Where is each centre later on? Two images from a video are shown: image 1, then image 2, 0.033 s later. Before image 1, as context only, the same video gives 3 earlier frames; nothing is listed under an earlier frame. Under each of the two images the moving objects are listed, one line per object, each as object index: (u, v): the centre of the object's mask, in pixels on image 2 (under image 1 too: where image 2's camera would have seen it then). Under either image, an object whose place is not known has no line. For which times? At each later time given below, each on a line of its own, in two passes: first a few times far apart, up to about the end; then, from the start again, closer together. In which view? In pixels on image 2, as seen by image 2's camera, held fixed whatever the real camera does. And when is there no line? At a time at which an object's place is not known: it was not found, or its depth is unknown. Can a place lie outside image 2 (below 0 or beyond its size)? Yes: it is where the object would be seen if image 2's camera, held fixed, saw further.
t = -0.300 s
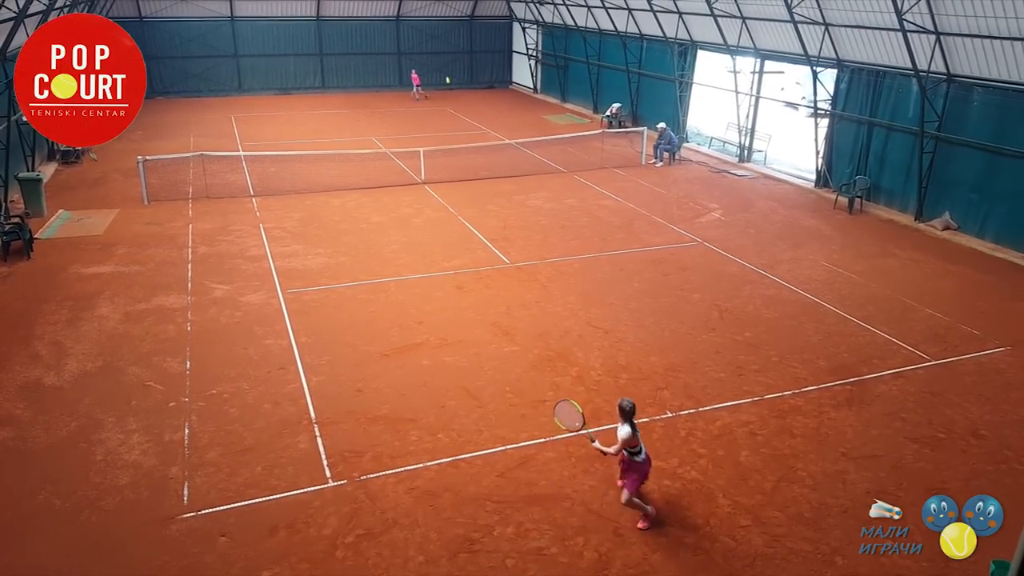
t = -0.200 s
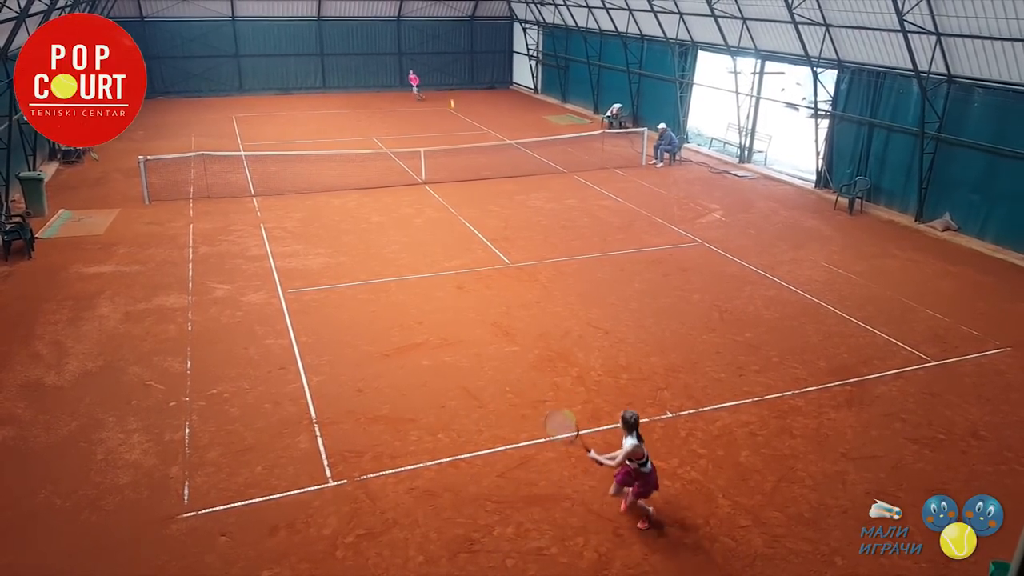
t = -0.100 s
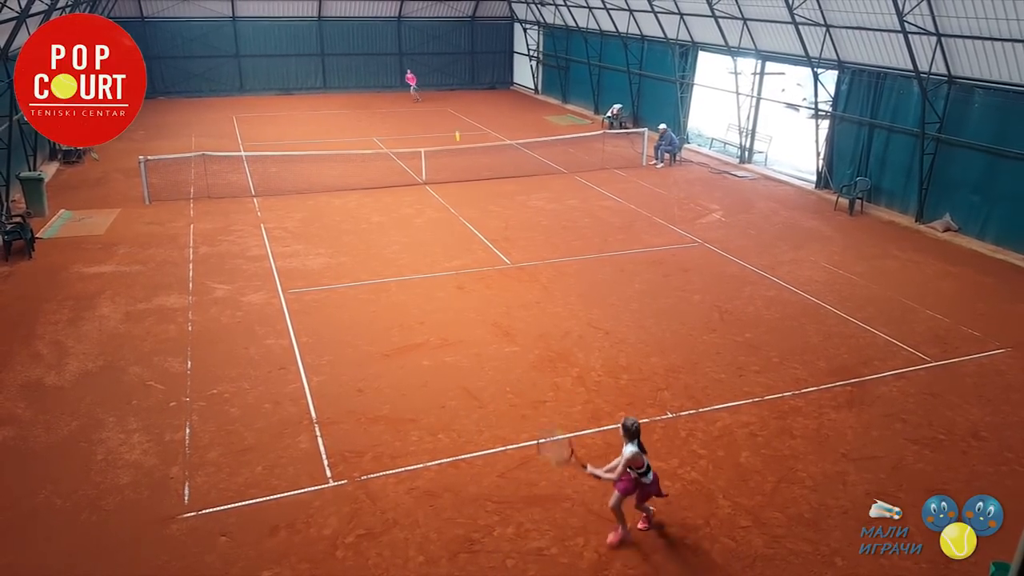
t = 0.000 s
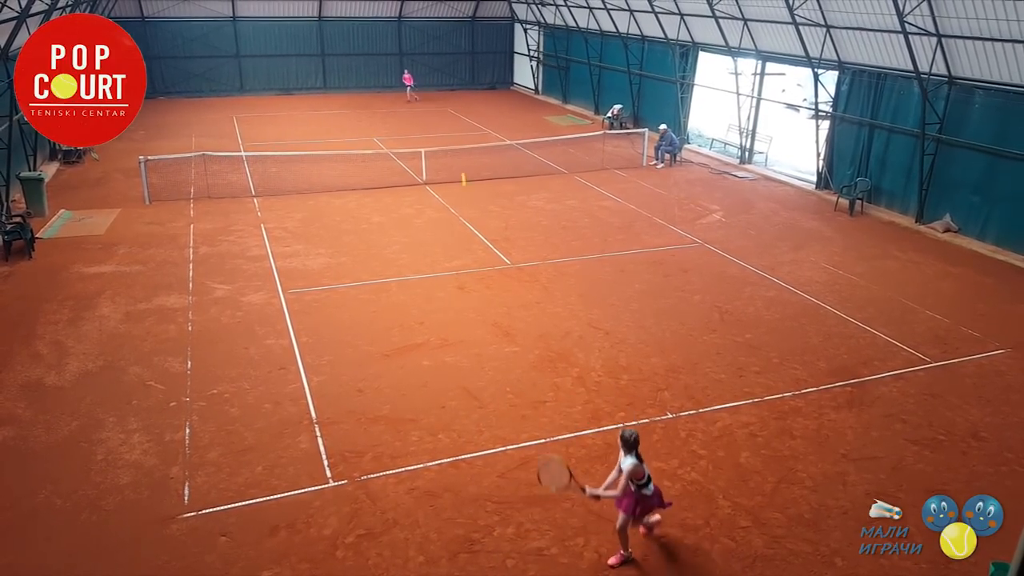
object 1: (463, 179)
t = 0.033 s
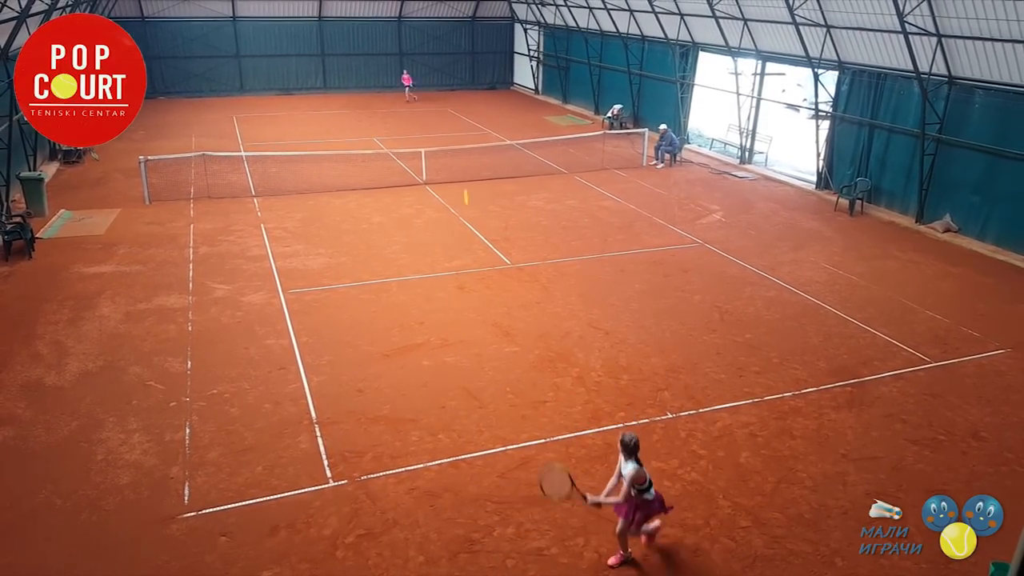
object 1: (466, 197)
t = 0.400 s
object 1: (486, 310)
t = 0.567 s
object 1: (494, 315)
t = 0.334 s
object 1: (484, 313)
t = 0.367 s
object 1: (485, 311)
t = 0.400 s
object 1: (486, 310)
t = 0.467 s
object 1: (489, 309)
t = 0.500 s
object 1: (490, 310)
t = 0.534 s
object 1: (492, 312)
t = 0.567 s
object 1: (494, 315)
